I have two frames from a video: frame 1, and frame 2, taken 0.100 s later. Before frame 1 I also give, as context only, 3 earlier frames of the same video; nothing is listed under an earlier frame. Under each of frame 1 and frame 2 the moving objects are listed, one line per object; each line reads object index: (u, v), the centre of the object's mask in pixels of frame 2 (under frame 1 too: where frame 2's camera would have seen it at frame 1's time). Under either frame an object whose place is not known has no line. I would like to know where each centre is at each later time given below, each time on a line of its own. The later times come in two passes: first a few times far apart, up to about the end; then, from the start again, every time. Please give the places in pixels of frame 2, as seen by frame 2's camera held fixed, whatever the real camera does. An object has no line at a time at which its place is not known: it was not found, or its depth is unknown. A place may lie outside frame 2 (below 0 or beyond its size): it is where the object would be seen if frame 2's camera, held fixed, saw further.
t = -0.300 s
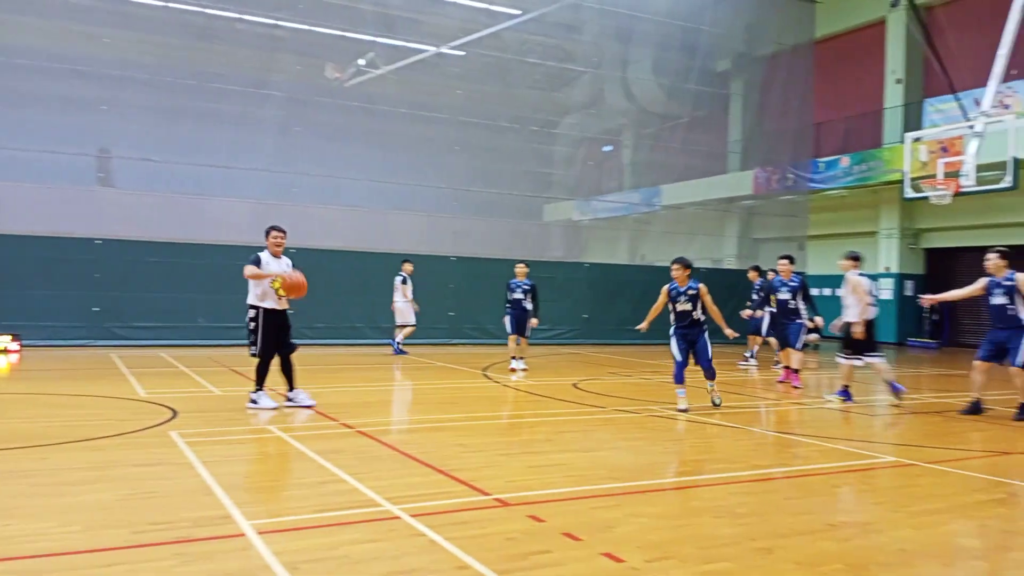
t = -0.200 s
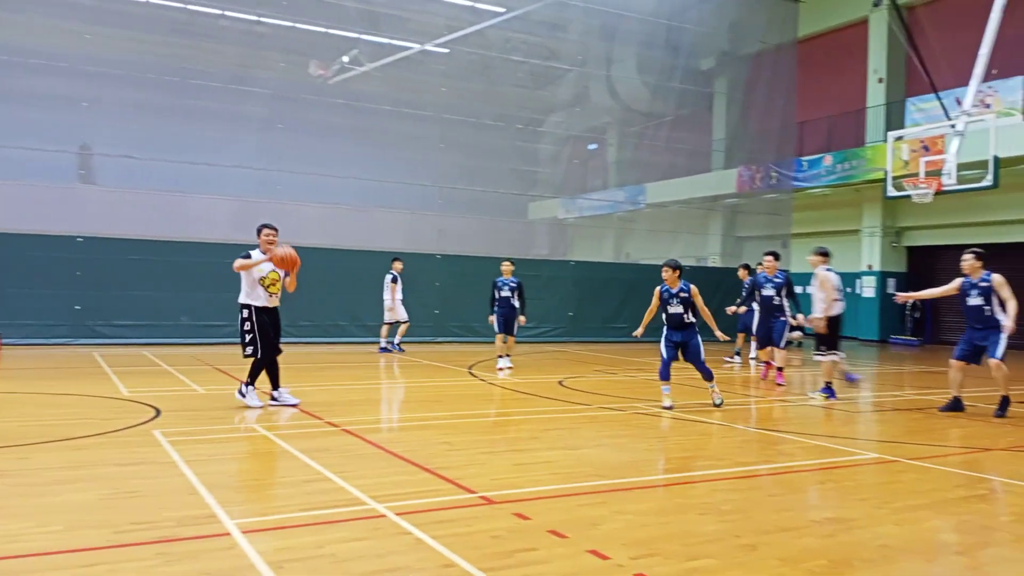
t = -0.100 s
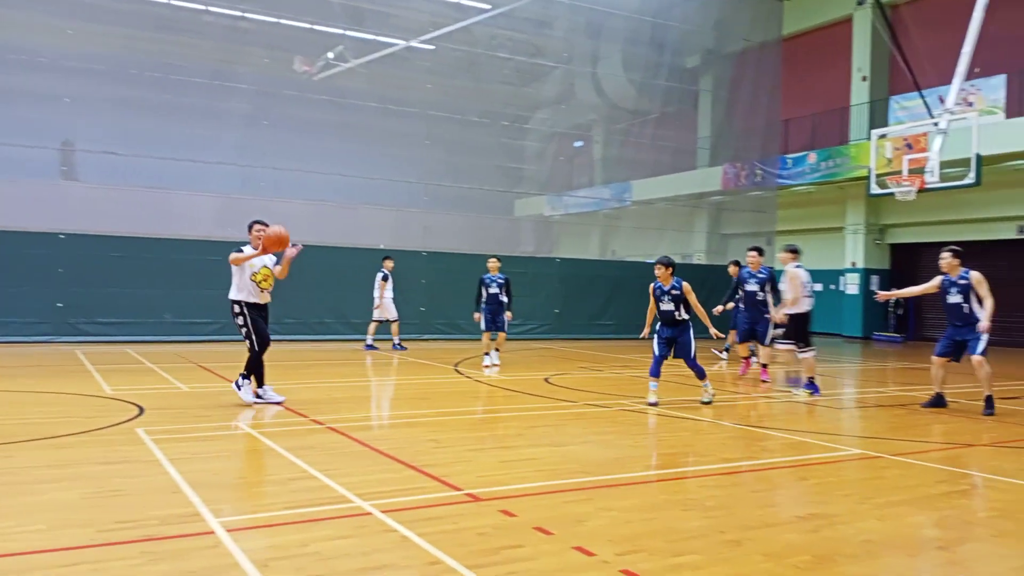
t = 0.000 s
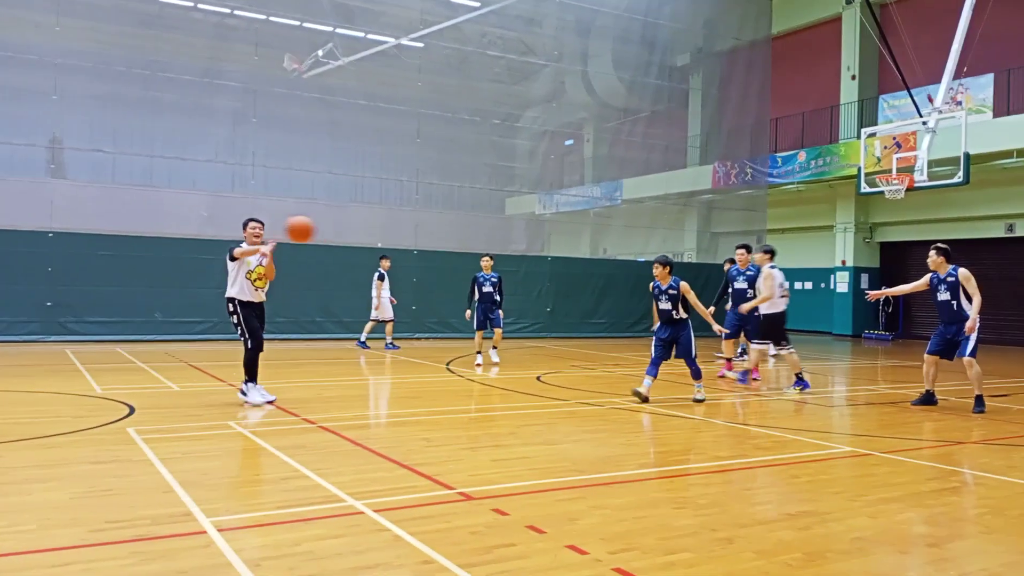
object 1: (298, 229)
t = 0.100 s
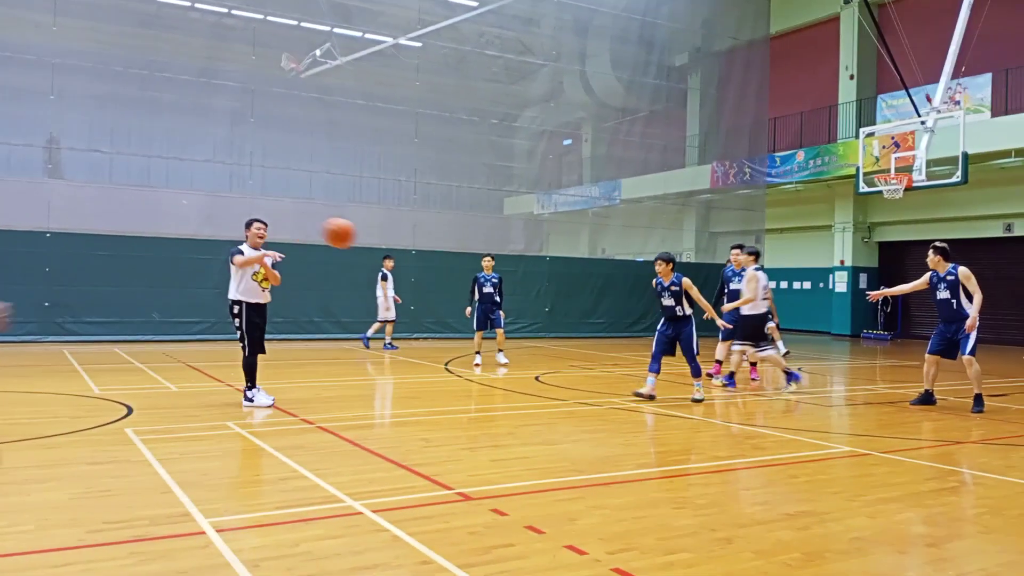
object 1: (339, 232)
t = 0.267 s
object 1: (422, 270)
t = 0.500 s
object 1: (573, 418)
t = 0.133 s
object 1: (354, 237)
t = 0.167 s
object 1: (370, 243)
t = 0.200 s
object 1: (385, 249)
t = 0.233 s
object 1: (404, 258)
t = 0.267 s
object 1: (422, 270)
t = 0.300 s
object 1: (440, 283)
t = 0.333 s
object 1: (458, 297)
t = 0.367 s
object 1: (478, 314)
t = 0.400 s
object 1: (503, 333)
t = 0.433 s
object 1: (524, 355)
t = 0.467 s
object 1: (546, 382)
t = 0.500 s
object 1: (573, 418)
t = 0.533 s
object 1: (599, 447)
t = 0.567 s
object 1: (626, 469)
